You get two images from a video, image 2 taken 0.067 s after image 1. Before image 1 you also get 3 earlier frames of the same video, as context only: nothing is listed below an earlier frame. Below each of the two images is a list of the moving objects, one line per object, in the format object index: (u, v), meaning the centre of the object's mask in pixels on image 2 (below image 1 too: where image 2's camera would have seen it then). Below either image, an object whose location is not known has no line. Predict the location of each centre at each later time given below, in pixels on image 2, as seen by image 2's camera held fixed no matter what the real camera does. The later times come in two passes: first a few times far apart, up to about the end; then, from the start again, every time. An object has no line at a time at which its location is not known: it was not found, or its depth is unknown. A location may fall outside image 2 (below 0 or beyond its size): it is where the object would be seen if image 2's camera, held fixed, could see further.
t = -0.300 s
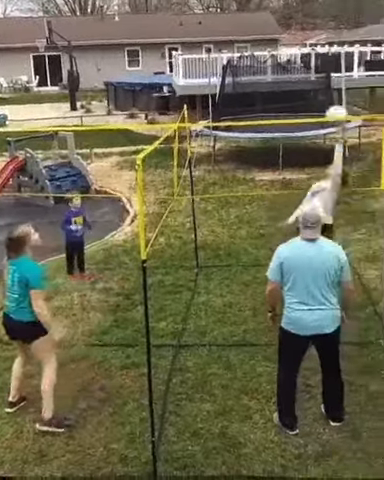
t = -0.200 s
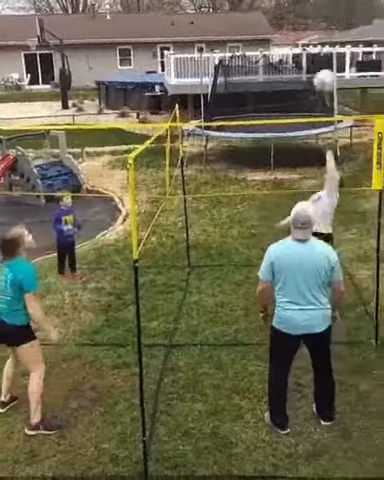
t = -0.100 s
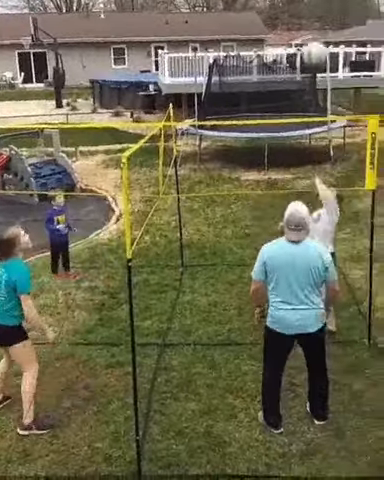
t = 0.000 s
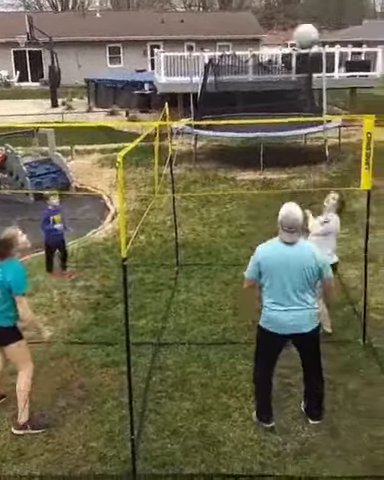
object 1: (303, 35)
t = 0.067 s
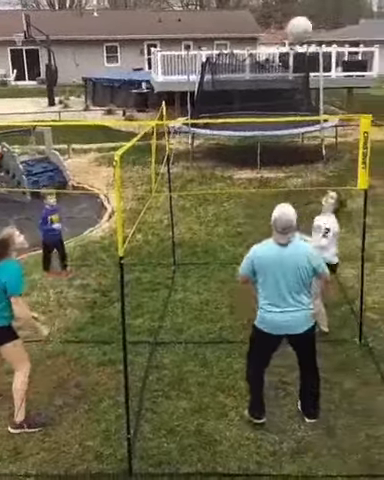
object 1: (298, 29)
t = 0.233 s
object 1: (288, 39)
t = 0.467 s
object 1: (269, 120)
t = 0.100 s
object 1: (297, 29)
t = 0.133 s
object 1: (295, 29)
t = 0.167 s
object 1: (293, 30)
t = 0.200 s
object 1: (291, 33)
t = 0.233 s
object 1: (288, 39)
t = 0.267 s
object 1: (286, 44)
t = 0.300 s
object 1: (283, 53)
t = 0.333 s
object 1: (281, 60)
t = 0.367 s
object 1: (277, 74)
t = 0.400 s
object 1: (276, 89)
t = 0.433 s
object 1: (272, 102)
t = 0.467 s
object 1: (269, 120)
